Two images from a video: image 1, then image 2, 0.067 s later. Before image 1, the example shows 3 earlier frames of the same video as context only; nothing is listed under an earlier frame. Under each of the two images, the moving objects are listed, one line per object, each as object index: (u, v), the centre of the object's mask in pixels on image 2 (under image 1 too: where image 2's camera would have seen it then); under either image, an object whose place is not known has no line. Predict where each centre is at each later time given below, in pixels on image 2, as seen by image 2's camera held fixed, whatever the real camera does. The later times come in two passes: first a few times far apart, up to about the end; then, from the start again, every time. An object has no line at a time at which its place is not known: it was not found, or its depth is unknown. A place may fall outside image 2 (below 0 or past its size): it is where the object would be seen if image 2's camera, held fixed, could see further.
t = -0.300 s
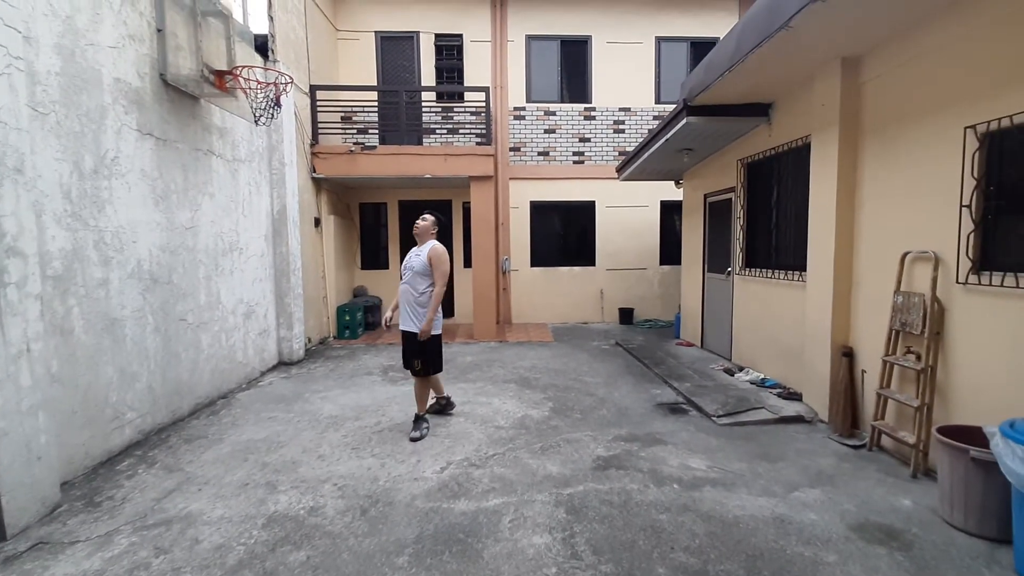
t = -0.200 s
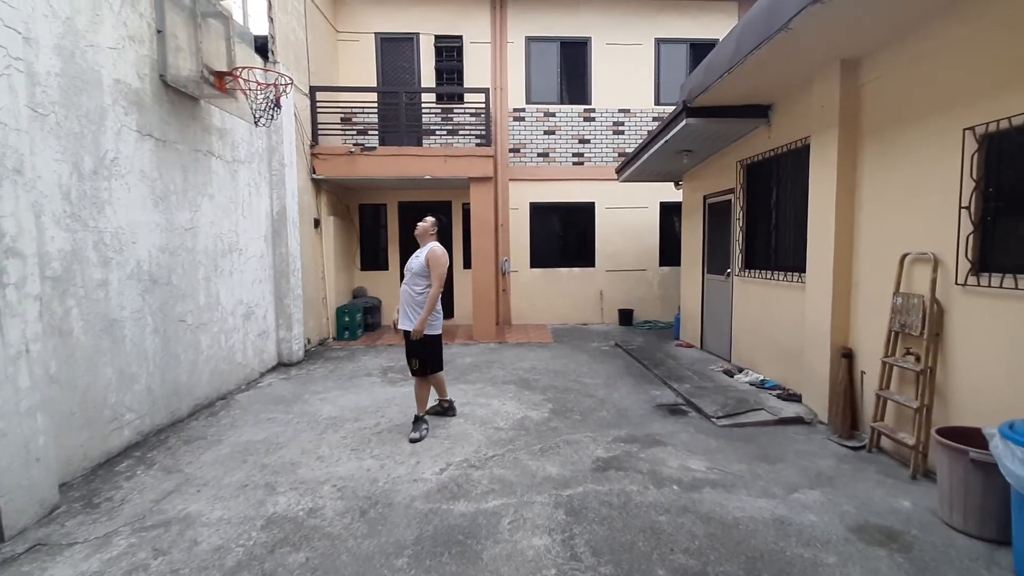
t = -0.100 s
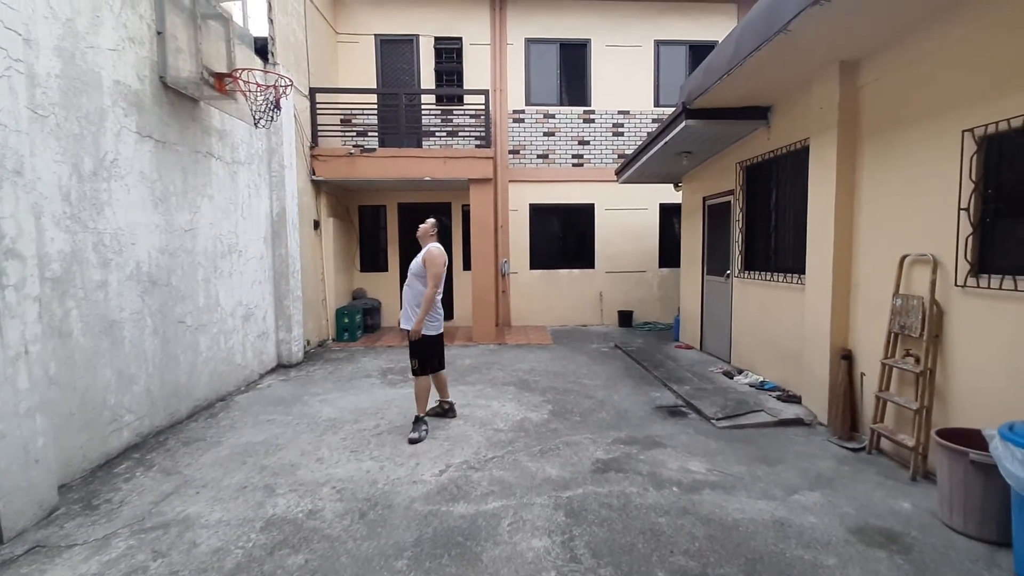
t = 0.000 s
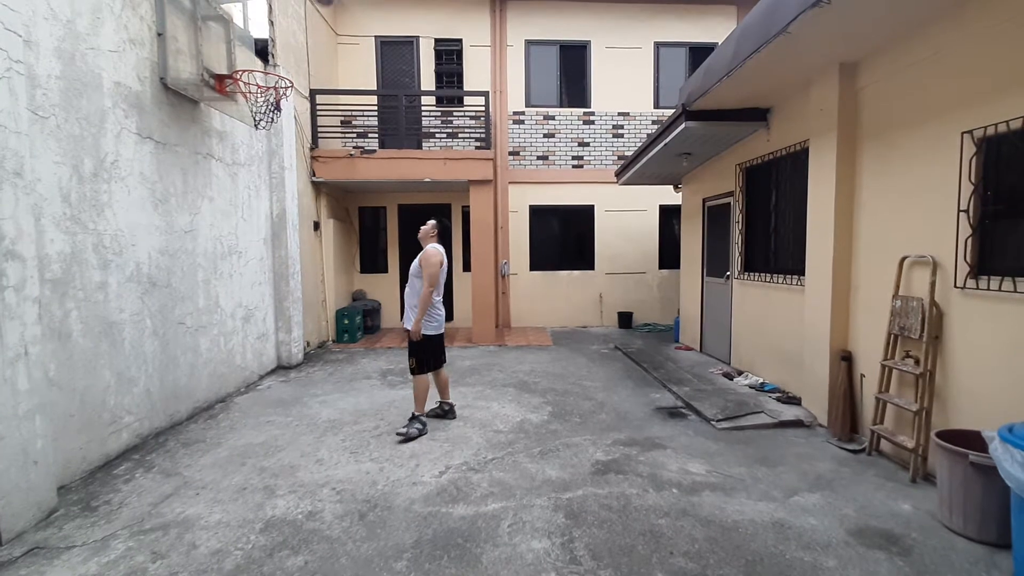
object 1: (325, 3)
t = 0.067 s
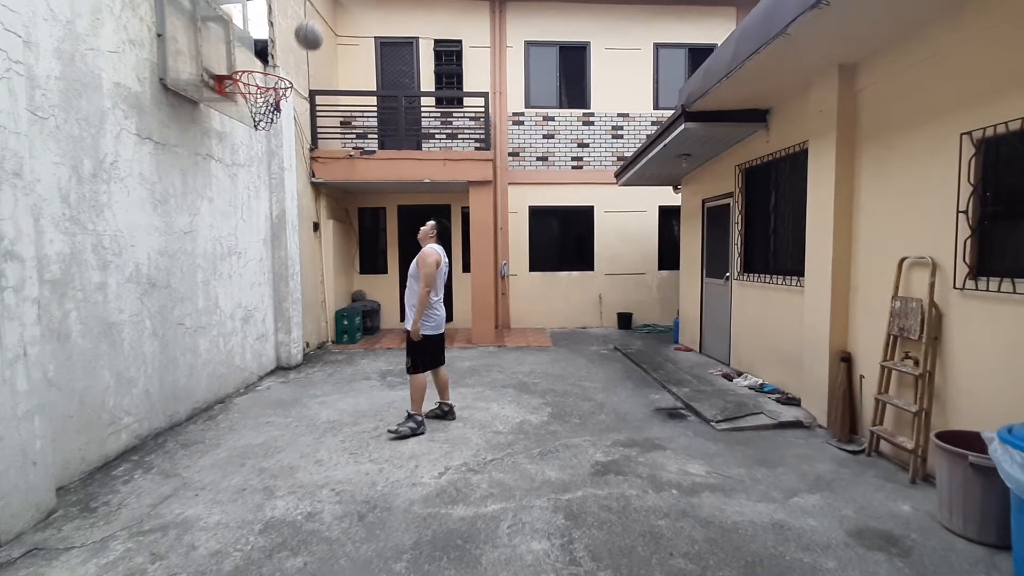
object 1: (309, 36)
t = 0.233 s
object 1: (326, 63)
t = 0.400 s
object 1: (367, 61)
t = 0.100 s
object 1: (302, 58)
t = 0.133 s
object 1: (299, 77)
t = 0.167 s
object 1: (308, 72)
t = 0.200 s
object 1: (317, 66)
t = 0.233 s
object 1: (326, 63)
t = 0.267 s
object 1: (335, 60)
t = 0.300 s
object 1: (343, 59)
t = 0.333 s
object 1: (351, 59)
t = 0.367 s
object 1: (359, 59)
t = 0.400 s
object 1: (367, 61)
